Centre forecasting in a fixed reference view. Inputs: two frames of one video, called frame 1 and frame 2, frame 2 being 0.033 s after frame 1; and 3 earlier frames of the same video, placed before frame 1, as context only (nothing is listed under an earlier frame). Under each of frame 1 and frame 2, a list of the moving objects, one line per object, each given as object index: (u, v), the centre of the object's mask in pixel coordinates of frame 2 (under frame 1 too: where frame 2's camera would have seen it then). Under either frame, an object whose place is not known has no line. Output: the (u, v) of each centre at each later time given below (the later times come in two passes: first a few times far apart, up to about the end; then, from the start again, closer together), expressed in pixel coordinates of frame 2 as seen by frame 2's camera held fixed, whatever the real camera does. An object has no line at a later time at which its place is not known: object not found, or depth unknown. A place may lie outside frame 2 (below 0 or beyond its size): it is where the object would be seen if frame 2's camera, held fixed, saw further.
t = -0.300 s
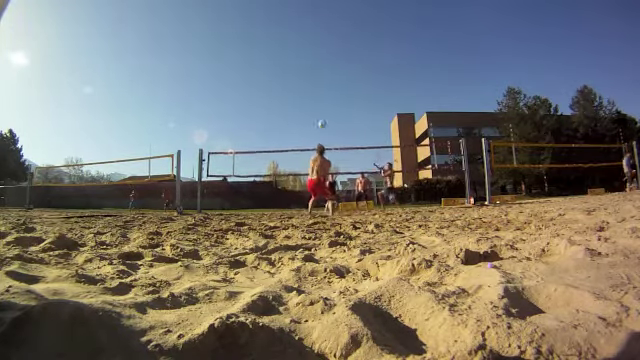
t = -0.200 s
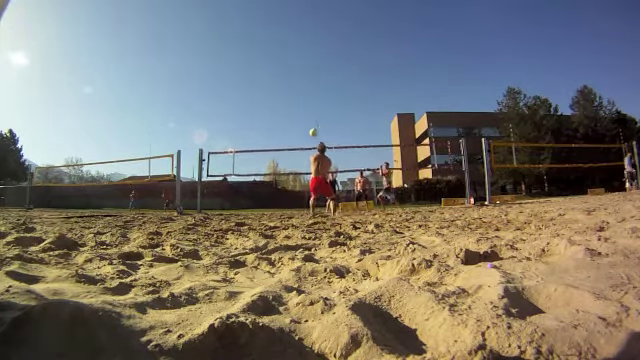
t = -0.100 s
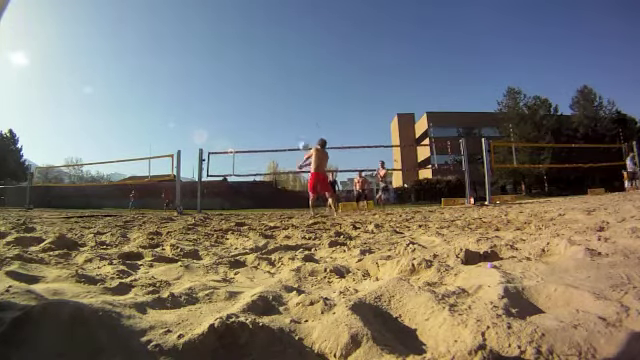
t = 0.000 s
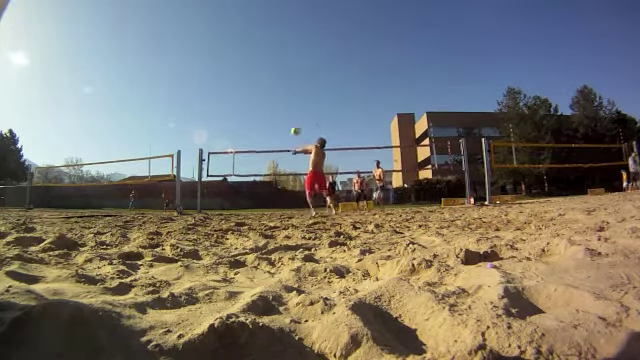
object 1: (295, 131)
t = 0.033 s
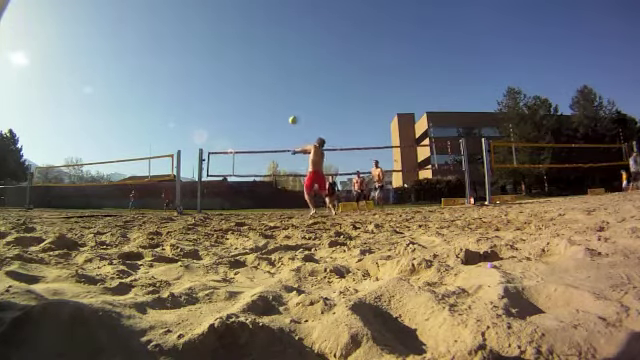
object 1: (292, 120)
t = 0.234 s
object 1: (279, 68)
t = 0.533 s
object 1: (266, 29)
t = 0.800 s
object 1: (254, 19)
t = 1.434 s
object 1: (223, 84)
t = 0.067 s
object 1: (291, 110)
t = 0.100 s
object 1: (288, 100)
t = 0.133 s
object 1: (287, 92)
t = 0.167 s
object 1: (284, 83)
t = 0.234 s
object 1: (279, 68)
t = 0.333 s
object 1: (276, 52)
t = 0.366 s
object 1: (274, 46)
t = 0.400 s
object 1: (273, 43)
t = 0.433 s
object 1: (271, 40)
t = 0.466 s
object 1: (270, 36)
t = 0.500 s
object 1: (268, 33)
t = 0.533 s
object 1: (266, 29)
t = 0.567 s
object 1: (264, 28)
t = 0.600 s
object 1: (262, 26)
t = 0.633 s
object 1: (261, 24)
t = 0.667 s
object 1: (260, 21)
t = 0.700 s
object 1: (259, 20)
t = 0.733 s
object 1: (257, 19)
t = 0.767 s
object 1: (256, 19)
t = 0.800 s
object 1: (254, 19)
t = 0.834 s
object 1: (252, 18)
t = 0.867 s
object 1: (251, 20)
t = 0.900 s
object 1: (250, 20)
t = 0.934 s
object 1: (248, 21)
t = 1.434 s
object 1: (223, 84)
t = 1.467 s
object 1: (221, 92)
